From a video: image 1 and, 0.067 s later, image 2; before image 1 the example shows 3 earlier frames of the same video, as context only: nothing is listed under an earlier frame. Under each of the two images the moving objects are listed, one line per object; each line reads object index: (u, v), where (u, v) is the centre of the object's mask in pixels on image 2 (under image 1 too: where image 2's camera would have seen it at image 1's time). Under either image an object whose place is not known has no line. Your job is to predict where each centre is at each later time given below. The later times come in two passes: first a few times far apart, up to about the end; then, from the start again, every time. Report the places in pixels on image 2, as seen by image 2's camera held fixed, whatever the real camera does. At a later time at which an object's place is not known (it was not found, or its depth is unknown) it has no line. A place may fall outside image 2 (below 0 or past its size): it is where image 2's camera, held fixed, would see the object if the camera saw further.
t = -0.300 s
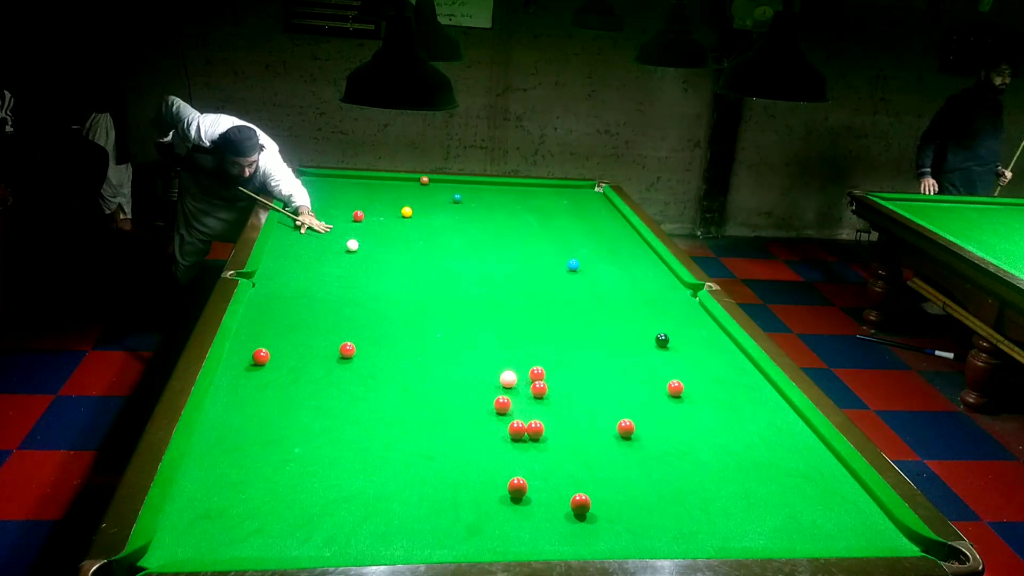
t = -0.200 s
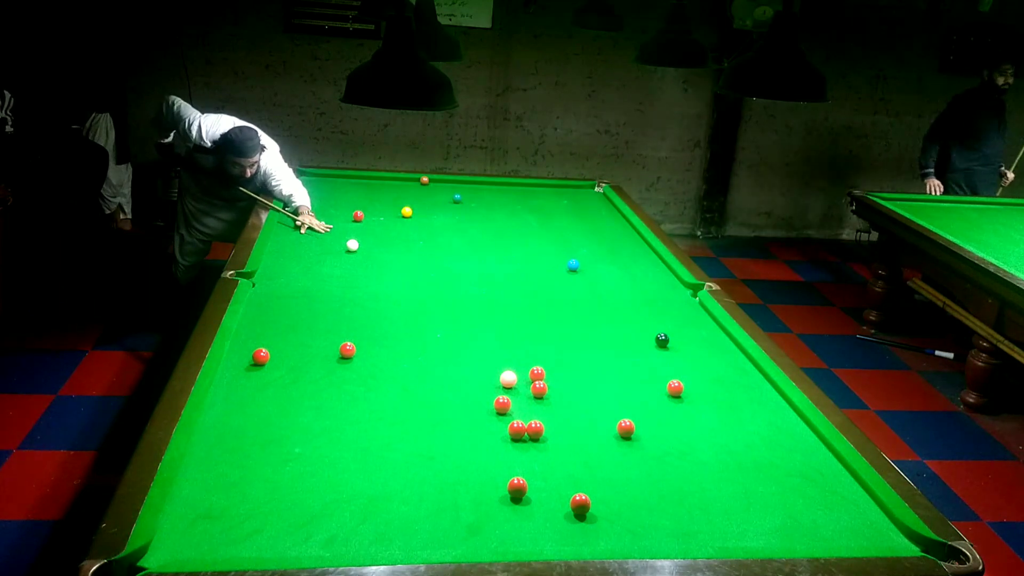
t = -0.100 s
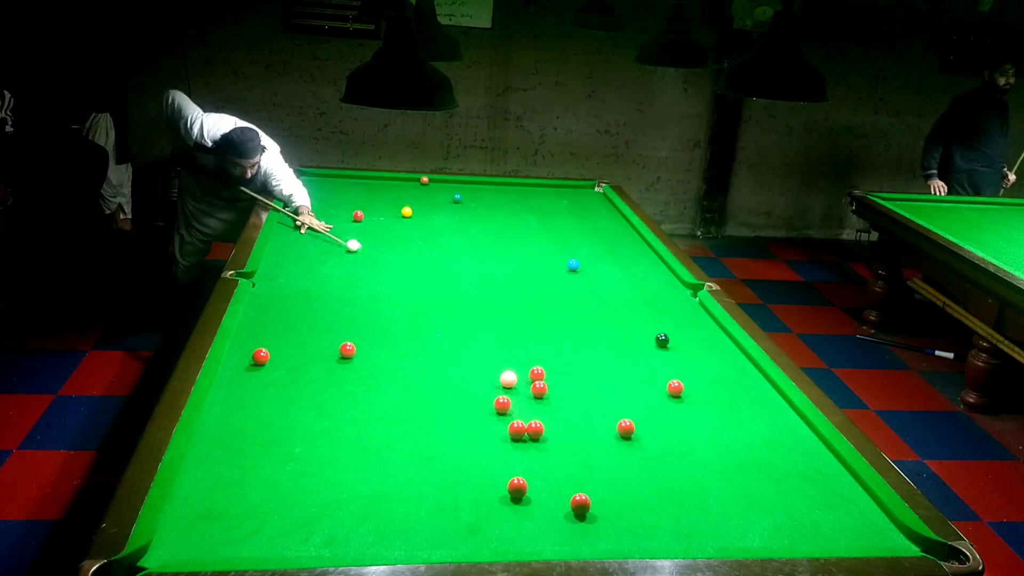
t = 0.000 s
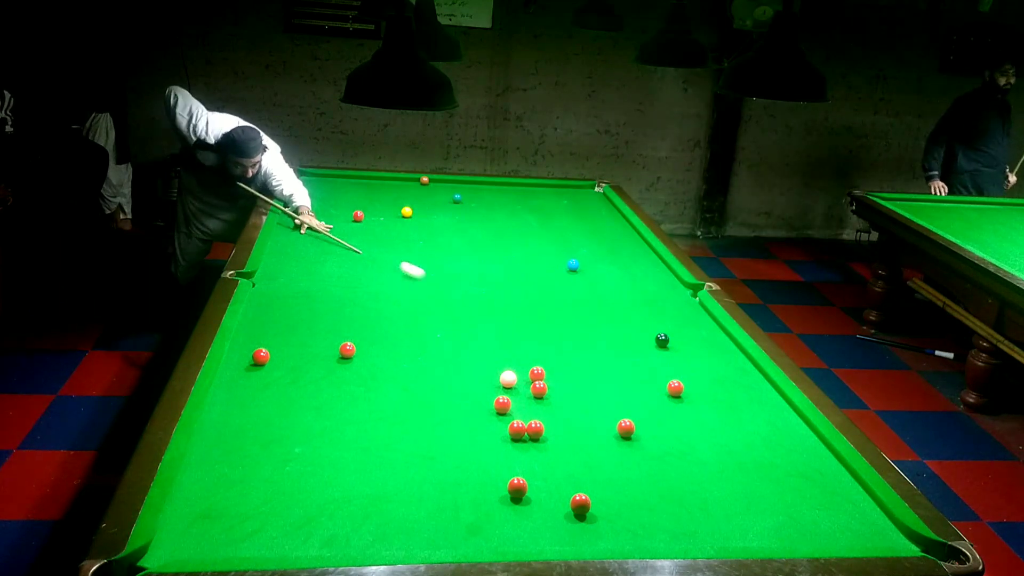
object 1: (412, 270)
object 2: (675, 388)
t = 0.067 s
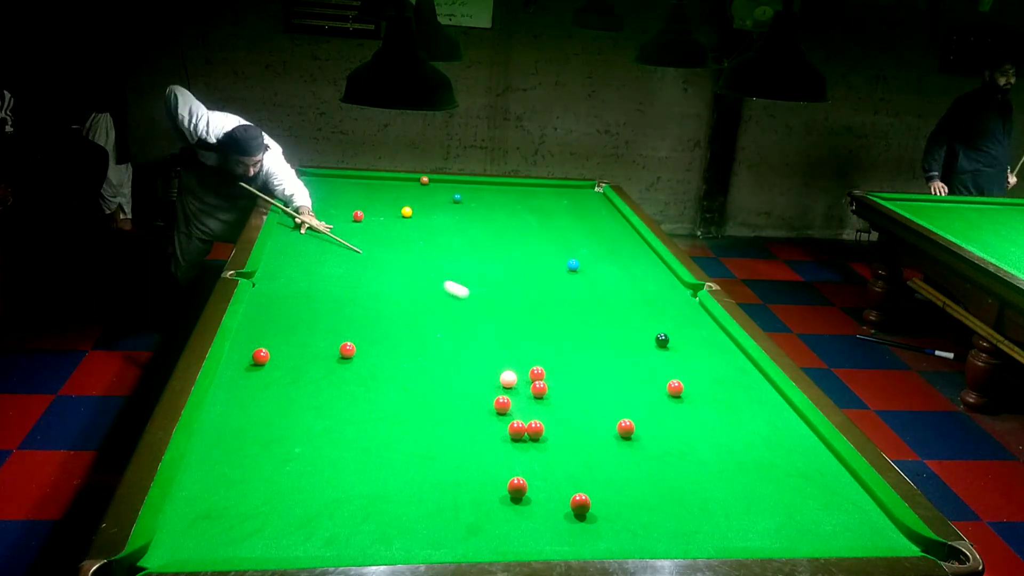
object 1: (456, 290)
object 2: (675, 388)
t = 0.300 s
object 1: (624, 363)
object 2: (675, 388)
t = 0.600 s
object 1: (689, 373)
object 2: (850, 495)
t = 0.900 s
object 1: (712, 365)
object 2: (847, 498)
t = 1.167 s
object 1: (730, 358)
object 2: (803, 450)
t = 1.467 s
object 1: (733, 350)
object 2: (764, 407)
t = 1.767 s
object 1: (713, 343)
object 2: (730, 371)
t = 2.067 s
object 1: (694, 335)
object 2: (704, 343)
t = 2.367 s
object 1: (667, 318)
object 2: (696, 332)
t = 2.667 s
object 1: (643, 303)
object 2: (690, 322)
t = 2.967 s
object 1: (621, 291)
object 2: (684, 314)
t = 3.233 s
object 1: (605, 280)
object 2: (681, 308)
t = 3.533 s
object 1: (588, 271)
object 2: (678, 302)
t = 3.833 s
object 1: (583, 266)
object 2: (675, 297)
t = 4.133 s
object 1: (584, 263)
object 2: (672, 294)
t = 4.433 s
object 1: (586, 262)
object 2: (671, 291)
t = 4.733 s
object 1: (588, 261)
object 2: (670, 289)
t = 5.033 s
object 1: (589, 261)
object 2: (669, 288)
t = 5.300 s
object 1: (589, 261)
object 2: (669, 287)
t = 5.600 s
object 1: (589, 261)
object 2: (669, 287)
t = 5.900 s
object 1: (589, 261)
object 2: (669, 287)
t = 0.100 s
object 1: (479, 299)
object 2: (675, 388)
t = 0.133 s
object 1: (502, 309)
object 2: (675, 388)
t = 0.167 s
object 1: (525, 320)
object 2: (675, 388)
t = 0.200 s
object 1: (549, 330)
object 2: (675, 388)
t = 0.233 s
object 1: (574, 341)
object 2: (675, 388)
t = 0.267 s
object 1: (599, 352)
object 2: (675, 388)
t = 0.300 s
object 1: (624, 363)
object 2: (675, 388)
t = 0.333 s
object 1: (651, 374)
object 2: (675, 388)
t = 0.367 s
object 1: (667, 380)
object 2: (686, 394)
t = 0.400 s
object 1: (672, 380)
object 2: (708, 408)
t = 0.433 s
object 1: (676, 379)
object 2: (730, 421)
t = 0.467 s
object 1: (679, 378)
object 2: (753, 435)
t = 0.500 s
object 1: (681, 377)
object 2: (777, 450)
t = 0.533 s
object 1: (684, 376)
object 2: (801, 465)
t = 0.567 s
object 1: (687, 375)
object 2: (826, 480)
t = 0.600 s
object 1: (689, 373)
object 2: (850, 495)
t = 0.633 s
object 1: (692, 372)
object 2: (875, 509)
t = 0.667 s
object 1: (695, 371)
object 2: (886, 524)
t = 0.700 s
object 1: (697, 370)
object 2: (888, 535)
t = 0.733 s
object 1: (700, 369)
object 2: (885, 537)
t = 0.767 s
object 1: (702, 368)
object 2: (875, 530)
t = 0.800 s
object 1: (705, 367)
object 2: (867, 521)
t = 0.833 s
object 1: (707, 367)
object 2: (860, 512)
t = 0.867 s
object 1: (710, 366)
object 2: (853, 505)
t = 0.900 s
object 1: (712, 365)
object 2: (847, 498)
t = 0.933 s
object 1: (714, 364)
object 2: (841, 492)
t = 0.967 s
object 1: (717, 363)
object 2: (835, 485)
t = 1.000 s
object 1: (719, 362)
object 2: (829, 479)
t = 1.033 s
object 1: (721, 361)
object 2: (824, 473)
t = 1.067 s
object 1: (723, 360)
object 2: (818, 467)
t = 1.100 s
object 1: (726, 360)
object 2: (814, 461)
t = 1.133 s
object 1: (728, 359)
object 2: (808, 455)
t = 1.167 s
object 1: (730, 358)
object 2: (803, 450)
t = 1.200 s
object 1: (732, 357)
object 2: (799, 445)
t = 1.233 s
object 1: (734, 356)
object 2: (794, 439)
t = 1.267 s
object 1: (736, 356)
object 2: (789, 435)
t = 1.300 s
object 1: (738, 355)
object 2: (784, 430)
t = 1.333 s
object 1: (740, 354)
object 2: (780, 425)
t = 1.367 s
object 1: (740, 353)
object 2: (776, 420)
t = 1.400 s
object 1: (738, 352)
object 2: (772, 416)
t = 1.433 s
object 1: (736, 351)
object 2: (767, 411)
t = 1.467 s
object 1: (733, 350)
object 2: (764, 407)
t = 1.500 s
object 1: (731, 350)
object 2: (759, 402)
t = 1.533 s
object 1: (729, 349)
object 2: (756, 398)
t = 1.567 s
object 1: (726, 348)
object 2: (752, 394)
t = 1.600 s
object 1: (724, 347)
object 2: (748, 390)
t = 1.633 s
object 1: (722, 346)
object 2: (744, 386)
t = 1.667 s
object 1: (720, 345)
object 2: (741, 382)
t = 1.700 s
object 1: (717, 344)
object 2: (737, 378)
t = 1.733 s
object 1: (715, 344)
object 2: (734, 375)
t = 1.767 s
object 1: (713, 343)
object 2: (730, 371)
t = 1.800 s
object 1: (711, 342)
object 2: (727, 367)
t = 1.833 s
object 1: (709, 341)
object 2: (724, 364)
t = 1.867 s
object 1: (707, 340)
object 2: (720, 361)
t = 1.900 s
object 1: (705, 340)
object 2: (718, 358)
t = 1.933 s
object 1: (703, 339)
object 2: (715, 354)
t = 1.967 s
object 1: (701, 338)
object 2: (712, 351)
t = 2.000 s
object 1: (699, 337)
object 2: (709, 349)
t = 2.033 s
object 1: (697, 336)
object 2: (706, 345)
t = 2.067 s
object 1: (694, 335)
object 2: (704, 343)
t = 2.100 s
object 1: (691, 333)
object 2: (703, 341)
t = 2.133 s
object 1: (688, 331)
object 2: (702, 340)
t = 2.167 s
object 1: (685, 329)
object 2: (701, 339)
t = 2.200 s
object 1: (682, 327)
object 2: (700, 338)
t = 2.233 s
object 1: (679, 325)
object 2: (699, 336)
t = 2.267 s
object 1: (676, 323)
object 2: (699, 335)
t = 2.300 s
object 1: (673, 322)
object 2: (698, 334)
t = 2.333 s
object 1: (670, 320)
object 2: (697, 333)
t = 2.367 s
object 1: (667, 318)
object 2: (696, 332)
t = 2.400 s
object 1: (664, 316)
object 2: (695, 331)
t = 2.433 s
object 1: (661, 315)
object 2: (695, 329)
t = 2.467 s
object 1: (658, 313)
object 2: (694, 329)
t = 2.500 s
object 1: (656, 311)
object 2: (693, 327)
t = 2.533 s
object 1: (653, 310)
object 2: (693, 326)
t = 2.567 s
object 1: (650, 308)
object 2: (692, 325)
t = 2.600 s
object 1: (648, 307)
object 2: (691, 324)
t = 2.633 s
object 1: (645, 305)
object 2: (690, 323)
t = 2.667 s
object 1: (643, 303)
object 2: (690, 322)
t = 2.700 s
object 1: (640, 302)
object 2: (689, 321)
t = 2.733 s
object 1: (638, 300)
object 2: (688, 320)
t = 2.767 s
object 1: (635, 299)
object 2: (688, 319)
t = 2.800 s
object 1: (633, 298)
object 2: (687, 318)
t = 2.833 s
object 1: (630, 296)
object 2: (686, 317)
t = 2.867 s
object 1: (628, 295)
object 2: (686, 316)
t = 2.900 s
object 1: (626, 294)
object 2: (685, 316)
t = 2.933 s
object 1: (624, 292)
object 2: (685, 315)
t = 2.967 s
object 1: (621, 291)
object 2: (684, 314)
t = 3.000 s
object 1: (619, 289)
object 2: (684, 313)
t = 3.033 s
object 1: (617, 288)
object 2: (684, 313)
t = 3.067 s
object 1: (615, 287)
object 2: (683, 312)
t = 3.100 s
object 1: (613, 286)
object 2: (682, 311)
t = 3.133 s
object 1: (611, 284)
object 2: (682, 310)
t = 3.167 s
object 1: (609, 283)
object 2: (681, 310)
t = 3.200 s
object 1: (607, 282)
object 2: (681, 309)
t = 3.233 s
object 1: (605, 280)
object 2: (681, 308)
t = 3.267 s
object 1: (603, 280)
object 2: (680, 307)
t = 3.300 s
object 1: (601, 278)
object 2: (680, 307)
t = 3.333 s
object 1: (599, 277)
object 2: (680, 306)
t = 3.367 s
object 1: (597, 276)
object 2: (679, 305)
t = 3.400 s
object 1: (595, 275)
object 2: (679, 304)
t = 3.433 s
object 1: (593, 274)
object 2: (679, 304)
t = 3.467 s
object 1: (591, 273)
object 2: (678, 303)
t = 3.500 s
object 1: (590, 272)
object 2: (678, 303)
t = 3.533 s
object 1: (588, 271)
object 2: (678, 302)
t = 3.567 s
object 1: (586, 270)
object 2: (677, 302)
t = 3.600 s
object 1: (584, 269)
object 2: (677, 301)
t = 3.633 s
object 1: (583, 268)
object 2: (676, 301)
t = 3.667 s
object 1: (583, 267)
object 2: (676, 300)
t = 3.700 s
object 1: (583, 267)
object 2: (676, 299)
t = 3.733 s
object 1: (583, 267)
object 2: (676, 299)
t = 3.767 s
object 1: (583, 266)
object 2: (675, 298)
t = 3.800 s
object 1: (583, 266)
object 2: (675, 298)
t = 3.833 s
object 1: (583, 266)
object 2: (675, 297)
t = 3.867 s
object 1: (583, 265)
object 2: (674, 297)
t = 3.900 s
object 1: (583, 265)
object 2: (674, 296)
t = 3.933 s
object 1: (583, 265)
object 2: (674, 296)
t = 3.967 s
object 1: (584, 265)
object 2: (673, 296)
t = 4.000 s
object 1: (584, 264)
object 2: (673, 295)
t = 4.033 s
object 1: (584, 264)
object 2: (673, 295)
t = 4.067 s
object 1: (584, 264)
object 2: (673, 294)
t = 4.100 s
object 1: (584, 264)
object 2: (673, 294)
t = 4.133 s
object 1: (584, 263)
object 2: (672, 294)
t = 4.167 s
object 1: (585, 263)
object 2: (672, 294)
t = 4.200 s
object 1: (585, 263)
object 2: (672, 293)
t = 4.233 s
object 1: (585, 263)
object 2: (672, 293)
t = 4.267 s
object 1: (585, 263)
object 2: (672, 292)
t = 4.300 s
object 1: (585, 263)
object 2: (672, 292)
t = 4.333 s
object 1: (586, 263)
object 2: (671, 292)
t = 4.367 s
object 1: (586, 262)
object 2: (671, 291)
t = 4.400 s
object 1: (586, 262)
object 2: (671, 291)
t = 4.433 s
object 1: (586, 262)
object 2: (671, 291)
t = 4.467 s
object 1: (586, 262)
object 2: (671, 290)
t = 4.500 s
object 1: (587, 262)
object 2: (671, 290)
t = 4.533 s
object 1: (587, 262)
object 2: (671, 290)
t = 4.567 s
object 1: (587, 262)
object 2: (671, 290)
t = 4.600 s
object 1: (587, 262)
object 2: (670, 290)
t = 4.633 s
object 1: (587, 262)
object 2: (670, 289)
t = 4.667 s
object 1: (588, 261)
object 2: (670, 289)
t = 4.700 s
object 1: (588, 261)
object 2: (670, 289)
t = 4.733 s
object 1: (588, 261)
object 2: (670, 289)
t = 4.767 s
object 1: (588, 261)
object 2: (670, 289)
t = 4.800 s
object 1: (588, 261)
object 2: (670, 288)
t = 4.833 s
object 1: (588, 261)
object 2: (669, 288)
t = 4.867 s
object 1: (589, 261)
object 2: (670, 288)
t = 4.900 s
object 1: (589, 261)
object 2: (670, 288)
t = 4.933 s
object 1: (589, 261)
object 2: (669, 288)
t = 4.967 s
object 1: (589, 261)
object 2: (669, 288)
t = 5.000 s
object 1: (589, 261)
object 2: (669, 287)
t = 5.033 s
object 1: (589, 261)
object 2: (669, 288)
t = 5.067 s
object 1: (589, 261)
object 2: (669, 287)
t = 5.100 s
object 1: (589, 261)
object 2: (669, 287)
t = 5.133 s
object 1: (589, 261)
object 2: (669, 287)
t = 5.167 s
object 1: (589, 261)
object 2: (669, 287)
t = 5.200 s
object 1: (589, 261)
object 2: (669, 287)
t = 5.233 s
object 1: (589, 261)
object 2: (669, 287)
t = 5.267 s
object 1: (589, 261)
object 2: (669, 287)
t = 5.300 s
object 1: (589, 261)
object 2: (669, 287)
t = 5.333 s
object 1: (589, 261)
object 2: (669, 287)
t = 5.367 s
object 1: (589, 261)
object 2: (669, 287)
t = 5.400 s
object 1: (589, 261)
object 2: (669, 287)
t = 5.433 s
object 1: (589, 261)
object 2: (669, 287)
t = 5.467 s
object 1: (589, 261)
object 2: (669, 287)
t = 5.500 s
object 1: (589, 261)
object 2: (669, 287)
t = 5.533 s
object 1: (589, 261)
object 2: (669, 287)
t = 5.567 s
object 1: (589, 261)
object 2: (669, 287)
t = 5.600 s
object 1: (589, 261)
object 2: (669, 287)
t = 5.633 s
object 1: (589, 261)
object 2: (669, 287)
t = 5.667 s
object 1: (589, 261)
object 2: (669, 287)
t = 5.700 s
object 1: (589, 261)
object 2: (669, 287)
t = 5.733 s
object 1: (589, 261)
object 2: (669, 287)
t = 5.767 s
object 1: (589, 261)
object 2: (669, 287)
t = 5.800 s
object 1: (589, 261)
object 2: (669, 287)
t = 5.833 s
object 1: (589, 261)
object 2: (669, 287)
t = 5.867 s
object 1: (589, 261)
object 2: (669, 287)
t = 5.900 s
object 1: (589, 261)
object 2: (669, 287)
